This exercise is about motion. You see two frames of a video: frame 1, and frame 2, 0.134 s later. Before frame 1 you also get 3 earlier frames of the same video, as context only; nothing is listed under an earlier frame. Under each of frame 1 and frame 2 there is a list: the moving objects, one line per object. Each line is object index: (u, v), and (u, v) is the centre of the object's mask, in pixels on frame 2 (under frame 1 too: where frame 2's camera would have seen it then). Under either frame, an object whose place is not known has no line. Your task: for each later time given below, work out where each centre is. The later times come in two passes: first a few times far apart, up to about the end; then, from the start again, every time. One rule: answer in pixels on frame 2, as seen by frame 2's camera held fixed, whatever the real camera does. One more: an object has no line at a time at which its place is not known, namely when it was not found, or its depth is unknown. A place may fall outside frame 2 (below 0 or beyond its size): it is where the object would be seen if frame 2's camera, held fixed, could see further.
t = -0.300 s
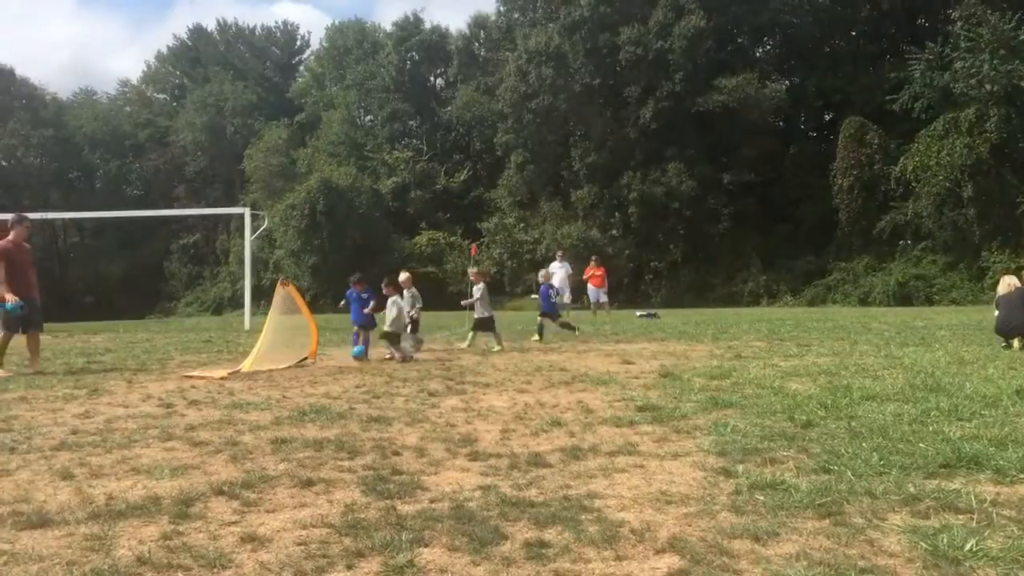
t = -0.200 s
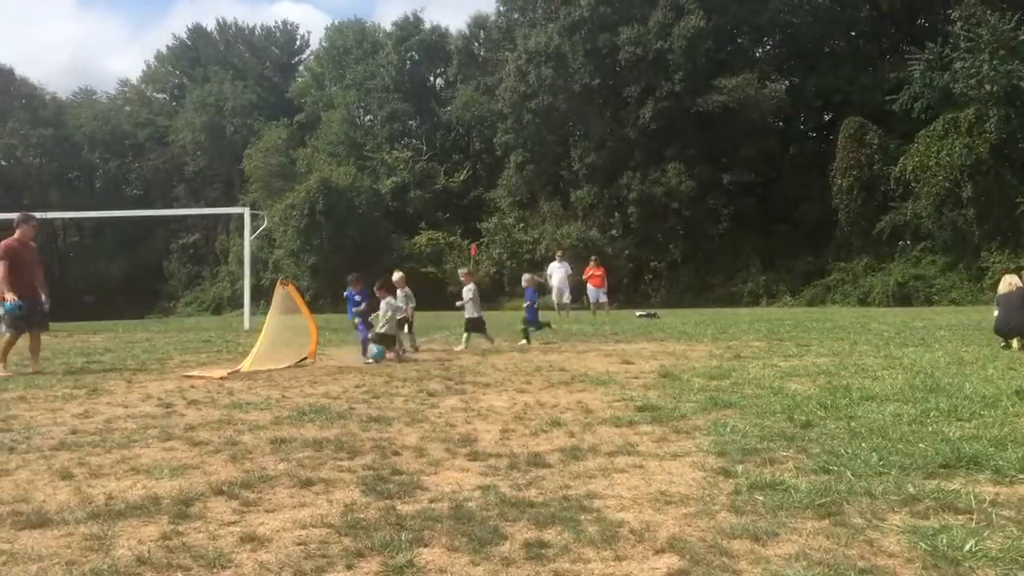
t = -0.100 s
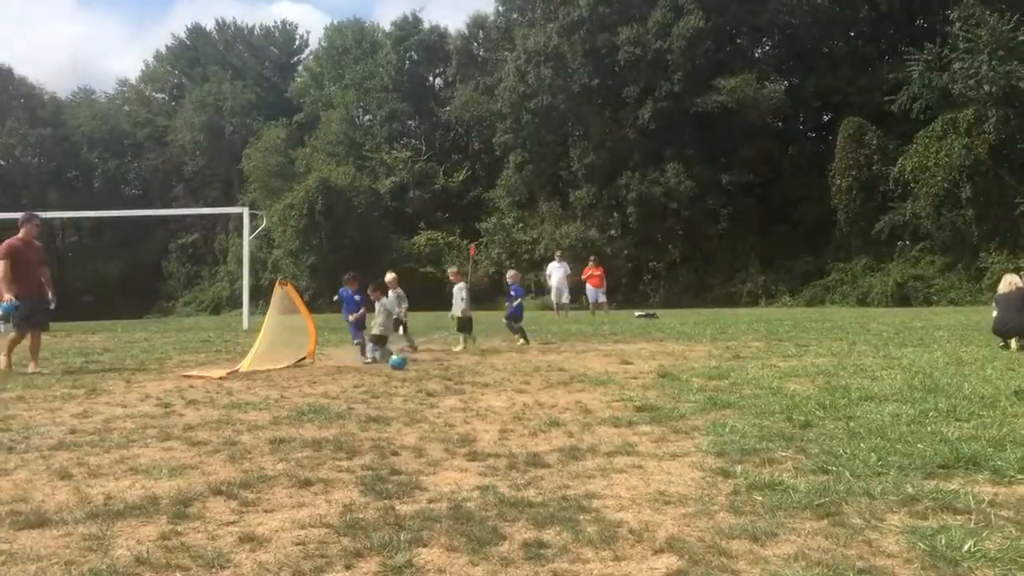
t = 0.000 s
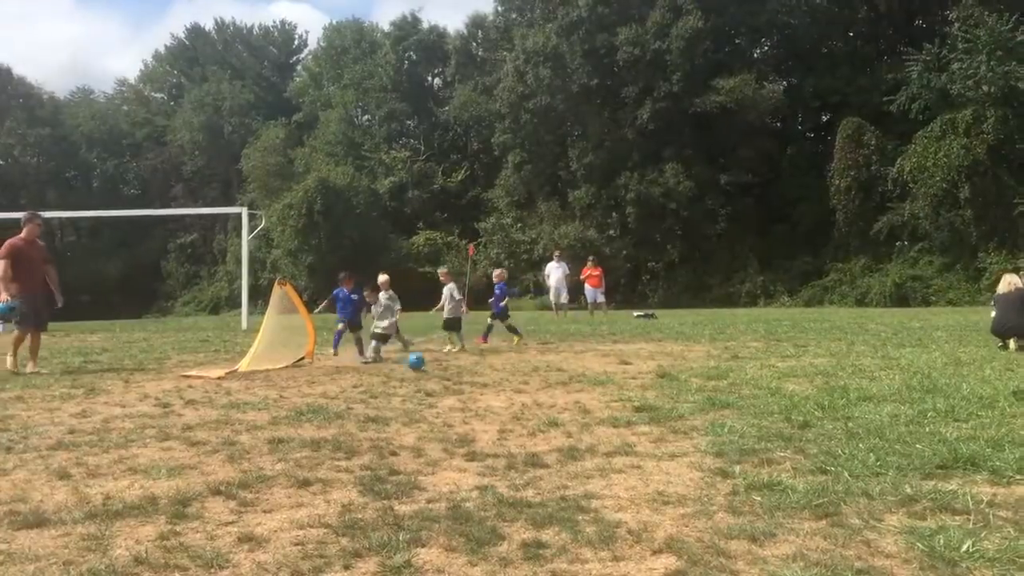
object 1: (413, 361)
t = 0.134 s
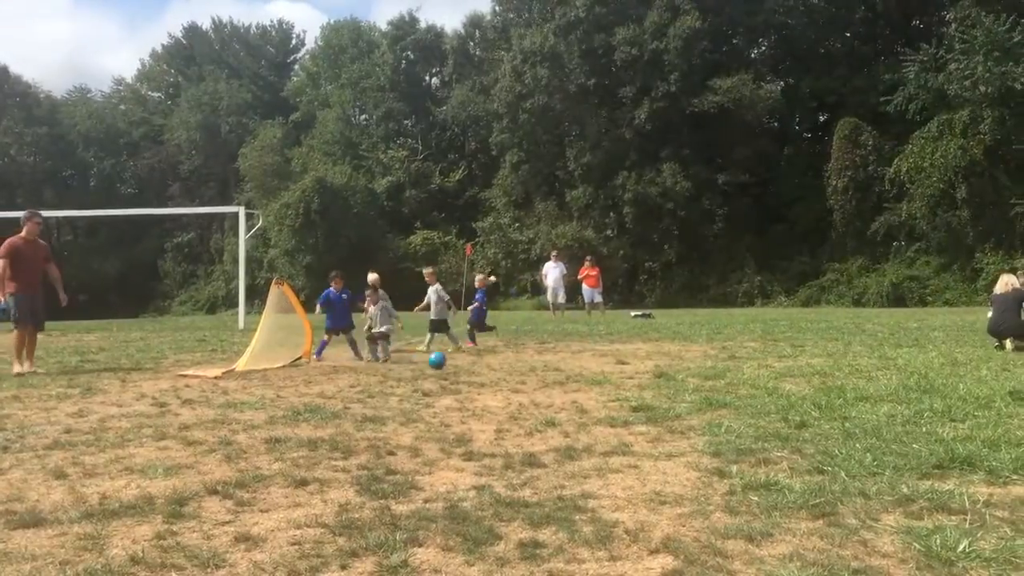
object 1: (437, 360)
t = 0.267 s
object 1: (458, 362)
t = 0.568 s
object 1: (509, 371)
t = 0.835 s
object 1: (557, 374)
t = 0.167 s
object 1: (442, 358)
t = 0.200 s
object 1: (447, 358)
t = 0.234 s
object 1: (453, 359)
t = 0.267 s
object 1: (458, 362)
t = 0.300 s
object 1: (464, 366)
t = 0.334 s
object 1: (470, 368)
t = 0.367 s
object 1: (473, 367)
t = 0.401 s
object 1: (480, 366)
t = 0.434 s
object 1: (486, 366)
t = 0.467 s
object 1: (492, 367)
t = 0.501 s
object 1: (498, 371)
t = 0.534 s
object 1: (504, 372)
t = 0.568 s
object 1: (509, 371)
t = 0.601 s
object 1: (516, 372)
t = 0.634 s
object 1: (522, 373)
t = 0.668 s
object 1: (528, 375)
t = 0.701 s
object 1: (533, 373)
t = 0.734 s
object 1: (540, 372)
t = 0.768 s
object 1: (545, 372)
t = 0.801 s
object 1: (550, 372)
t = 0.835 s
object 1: (557, 374)
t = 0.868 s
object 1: (564, 377)
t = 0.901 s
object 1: (569, 376)
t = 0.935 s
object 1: (575, 375)
